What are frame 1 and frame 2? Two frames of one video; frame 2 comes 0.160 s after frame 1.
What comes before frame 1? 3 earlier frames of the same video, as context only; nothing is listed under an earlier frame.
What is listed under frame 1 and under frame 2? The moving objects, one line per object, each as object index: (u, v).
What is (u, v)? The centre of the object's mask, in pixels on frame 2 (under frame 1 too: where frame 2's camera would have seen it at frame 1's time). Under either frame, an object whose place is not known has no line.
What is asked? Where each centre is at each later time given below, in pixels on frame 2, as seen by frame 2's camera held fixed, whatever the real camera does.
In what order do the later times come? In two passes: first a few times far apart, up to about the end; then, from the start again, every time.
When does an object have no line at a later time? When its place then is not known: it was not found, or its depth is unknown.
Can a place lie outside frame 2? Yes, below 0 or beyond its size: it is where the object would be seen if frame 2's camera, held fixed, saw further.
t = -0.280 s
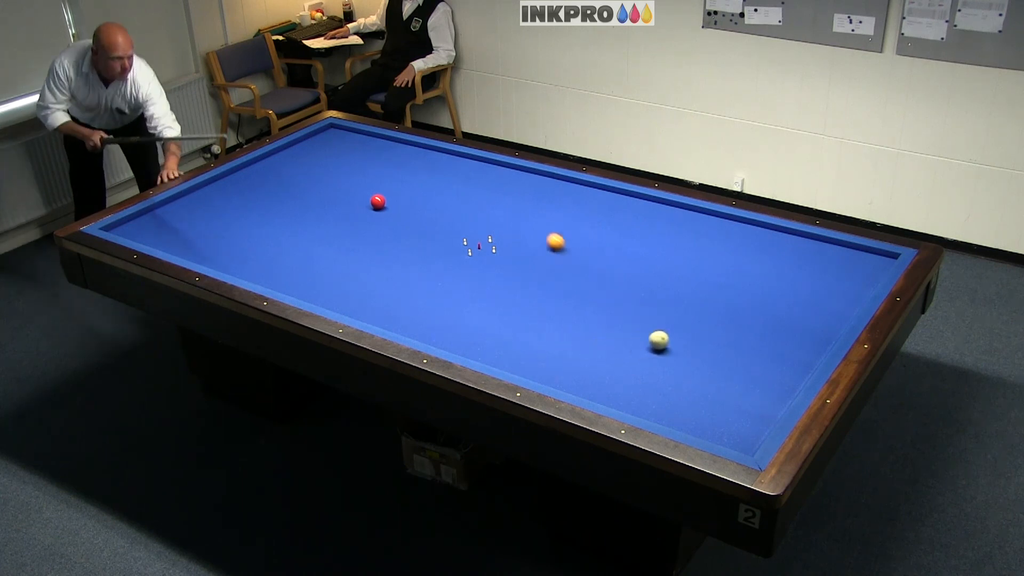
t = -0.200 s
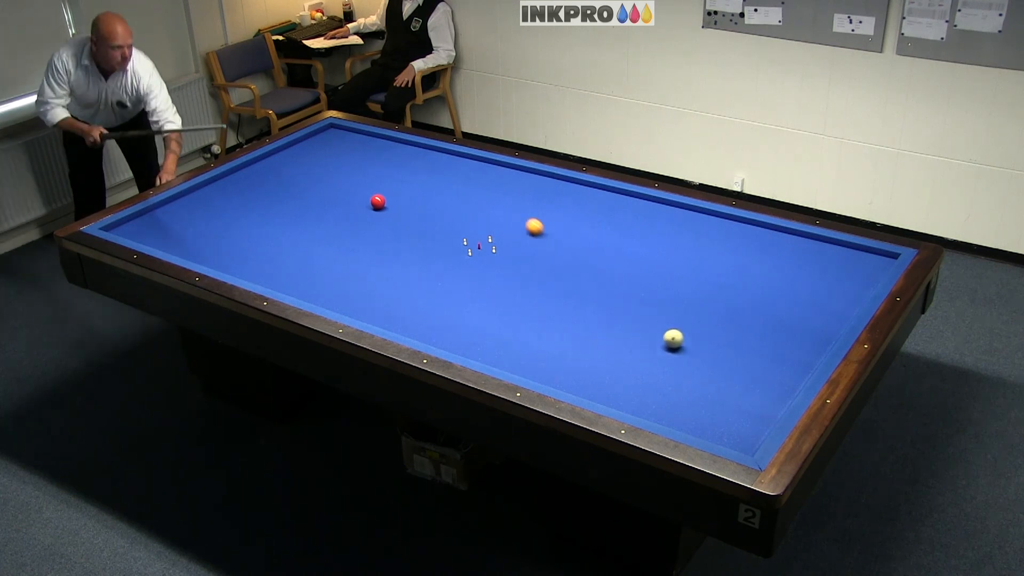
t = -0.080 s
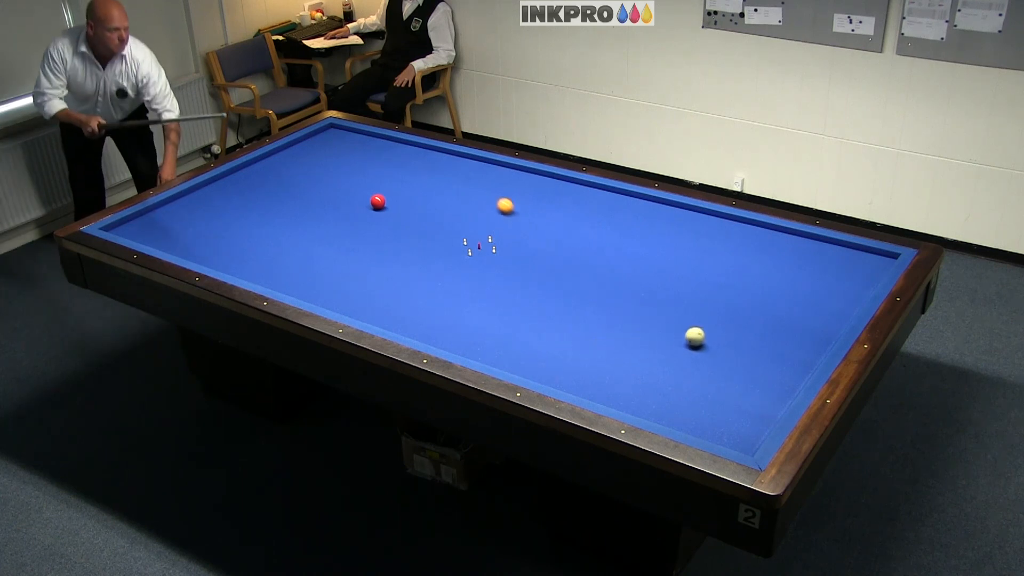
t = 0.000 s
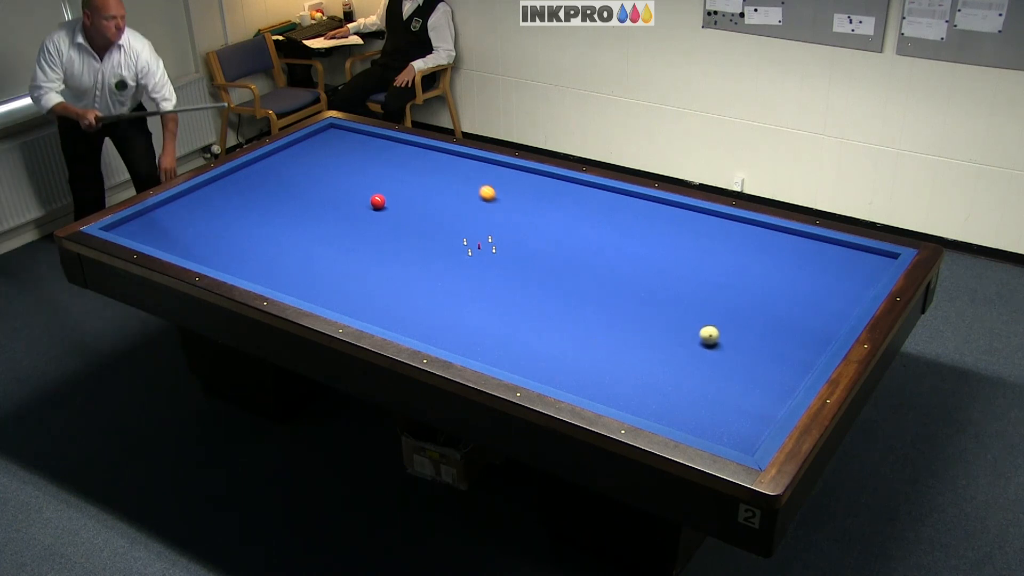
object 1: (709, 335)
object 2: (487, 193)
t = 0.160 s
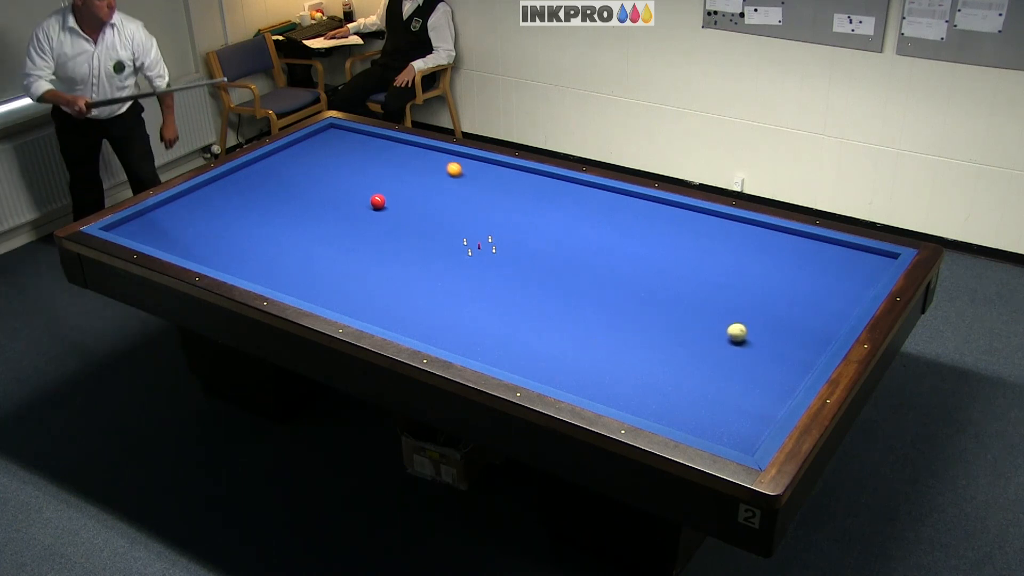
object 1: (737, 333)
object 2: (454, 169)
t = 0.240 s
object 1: (750, 331)
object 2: (439, 159)
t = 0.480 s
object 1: (791, 327)
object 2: (375, 144)
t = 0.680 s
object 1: (823, 324)
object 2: (316, 139)
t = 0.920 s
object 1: (839, 314)
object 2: (315, 155)
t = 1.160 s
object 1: (831, 299)
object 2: (321, 175)
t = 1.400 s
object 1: (824, 286)
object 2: (328, 196)
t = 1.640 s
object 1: (818, 273)
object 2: (335, 219)
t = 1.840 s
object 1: (813, 262)
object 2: (341, 239)
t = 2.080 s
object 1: (807, 251)
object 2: (350, 265)
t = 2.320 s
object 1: (802, 241)
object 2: (358, 294)
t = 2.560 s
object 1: (793, 235)
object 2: (377, 319)
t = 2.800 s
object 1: (779, 236)
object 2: (427, 322)
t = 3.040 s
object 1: (765, 238)
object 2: (477, 323)
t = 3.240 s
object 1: (755, 239)
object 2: (518, 324)
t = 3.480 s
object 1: (742, 240)
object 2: (567, 326)
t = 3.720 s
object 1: (730, 241)
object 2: (616, 327)
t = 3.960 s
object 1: (719, 242)
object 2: (664, 328)
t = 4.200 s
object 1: (708, 243)
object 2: (711, 329)
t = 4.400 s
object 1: (700, 244)
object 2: (750, 330)
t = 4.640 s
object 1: (691, 245)
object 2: (796, 331)
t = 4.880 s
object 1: (682, 245)
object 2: (834, 331)
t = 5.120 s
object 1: (674, 246)
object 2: (820, 315)
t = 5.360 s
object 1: (666, 247)
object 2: (807, 301)
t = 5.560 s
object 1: (660, 247)
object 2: (797, 290)
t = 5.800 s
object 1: (654, 248)
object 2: (786, 277)
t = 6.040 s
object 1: (648, 248)
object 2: (776, 266)
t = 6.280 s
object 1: (643, 248)
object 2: (766, 255)
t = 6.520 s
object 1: (638, 248)
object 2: (757, 245)
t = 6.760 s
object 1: (634, 249)
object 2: (748, 236)
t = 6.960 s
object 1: (632, 249)
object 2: (742, 228)
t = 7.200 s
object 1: (629, 249)
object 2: (734, 220)
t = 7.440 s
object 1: (627, 249)
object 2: (722, 220)
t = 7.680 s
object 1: (626, 249)
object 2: (710, 220)
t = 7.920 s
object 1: (626, 249)
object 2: (699, 221)
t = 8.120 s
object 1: (626, 249)
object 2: (690, 221)
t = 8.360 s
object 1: (626, 249)
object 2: (680, 222)
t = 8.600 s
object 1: (626, 249)
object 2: (671, 222)
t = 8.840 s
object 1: (626, 249)
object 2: (662, 222)
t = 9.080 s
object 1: (626, 249)
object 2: (654, 222)
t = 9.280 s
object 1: (626, 249)
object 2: (648, 222)
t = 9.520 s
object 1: (626, 249)
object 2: (641, 223)
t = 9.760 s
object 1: (626, 249)
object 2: (635, 223)
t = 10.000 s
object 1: (626, 249)
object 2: (630, 223)
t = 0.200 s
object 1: (744, 332)
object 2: (446, 164)
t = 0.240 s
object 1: (750, 331)
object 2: (439, 159)
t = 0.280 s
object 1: (757, 331)
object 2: (432, 153)
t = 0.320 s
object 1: (764, 330)
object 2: (424, 148)
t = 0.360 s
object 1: (771, 329)
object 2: (414, 146)
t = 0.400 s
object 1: (777, 329)
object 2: (400, 145)
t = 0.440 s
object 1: (784, 328)
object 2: (387, 145)
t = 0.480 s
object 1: (791, 327)
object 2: (375, 144)
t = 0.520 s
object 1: (797, 327)
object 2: (363, 143)
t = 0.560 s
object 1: (803, 326)
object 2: (351, 142)
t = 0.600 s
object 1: (810, 325)
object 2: (339, 141)
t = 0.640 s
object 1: (817, 325)
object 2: (328, 140)
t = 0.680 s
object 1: (823, 324)
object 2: (316, 139)
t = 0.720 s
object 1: (829, 323)
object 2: (305, 138)
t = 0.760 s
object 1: (835, 323)
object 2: (307, 141)
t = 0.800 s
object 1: (841, 321)
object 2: (310, 145)
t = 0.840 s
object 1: (841, 319)
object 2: (312, 148)
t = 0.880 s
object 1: (840, 317)
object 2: (314, 152)
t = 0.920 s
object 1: (839, 314)
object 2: (315, 155)
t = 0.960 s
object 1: (837, 312)
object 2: (316, 158)
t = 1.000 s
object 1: (836, 309)
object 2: (317, 162)
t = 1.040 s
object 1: (835, 307)
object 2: (318, 165)
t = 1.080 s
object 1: (834, 304)
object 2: (319, 168)
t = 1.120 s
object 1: (832, 302)
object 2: (320, 171)
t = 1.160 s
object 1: (831, 299)
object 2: (321, 175)
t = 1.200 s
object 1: (830, 297)
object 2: (322, 178)
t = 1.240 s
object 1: (829, 295)
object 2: (323, 182)
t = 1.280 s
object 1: (828, 292)
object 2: (325, 185)
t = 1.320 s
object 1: (827, 290)
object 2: (326, 189)
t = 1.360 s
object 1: (825, 288)
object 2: (327, 192)
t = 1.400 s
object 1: (824, 286)
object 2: (328, 196)
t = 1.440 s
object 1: (823, 283)
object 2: (329, 199)
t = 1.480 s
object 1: (822, 281)
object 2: (330, 203)
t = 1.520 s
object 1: (821, 279)
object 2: (331, 207)
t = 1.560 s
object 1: (820, 277)
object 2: (332, 211)
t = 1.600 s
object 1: (819, 275)
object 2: (333, 215)
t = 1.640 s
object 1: (818, 273)
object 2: (335, 219)
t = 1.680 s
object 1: (817, 271)
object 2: (336, 223)
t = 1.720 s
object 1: (816, 269)
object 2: (337, 227)
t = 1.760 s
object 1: (815, 267)
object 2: (338, 231)
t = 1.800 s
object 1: (814, 264)
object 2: (340, 235)
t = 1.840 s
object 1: (813, 262)
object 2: (341, 239)
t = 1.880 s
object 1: (812, 261)
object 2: (342, 243)
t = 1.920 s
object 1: (811, 259)
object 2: (344, 248)
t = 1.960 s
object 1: (810, 257)
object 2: (345, 252)
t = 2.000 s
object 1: (809, 255)
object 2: (347, 256)
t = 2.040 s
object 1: (808, 253)
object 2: (348, 261)
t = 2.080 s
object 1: (807, 251)
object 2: (350, 265)
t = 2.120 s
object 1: (806, 249)
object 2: (351, 270)
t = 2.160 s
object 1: (805, 248)
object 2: (352, 275)
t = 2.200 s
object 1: (804, 246)
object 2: (354, 279)
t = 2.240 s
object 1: (803, 244)
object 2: (355, 284)
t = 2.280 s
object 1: (802, 242)
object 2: (357, 289)
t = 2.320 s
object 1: (802, 241)
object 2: (358, 294)
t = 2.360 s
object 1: (801, 239)
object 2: (360, 299)
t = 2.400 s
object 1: (800, 237)
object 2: (362, 304)
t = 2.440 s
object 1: (799, 236)
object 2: (363, 310)
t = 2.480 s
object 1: (798, 235)
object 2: (365, 314)
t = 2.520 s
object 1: (795, 235)
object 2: (368, 317)
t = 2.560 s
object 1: (793, 235)
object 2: (377, 319)
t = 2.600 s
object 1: (791, 235)
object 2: (385, 320)
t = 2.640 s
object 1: (788, 236)
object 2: (394, 320)
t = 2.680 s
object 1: (786, 236)
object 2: (402, 320)
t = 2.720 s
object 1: (784, 236)
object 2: (410, 321)
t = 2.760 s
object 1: (781, 236)
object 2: (418, 321)
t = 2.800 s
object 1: (779, 236)
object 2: (427, 322)
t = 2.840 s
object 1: (777, 237)
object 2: (435, 322)
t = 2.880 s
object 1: (774, 237)
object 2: (444, 322)
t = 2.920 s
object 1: (772, 237)
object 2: (452, 322)
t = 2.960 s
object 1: (770, 237)
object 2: (460, 322)
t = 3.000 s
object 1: (768, 238)
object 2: (469, 323)
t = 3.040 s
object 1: (765, 238)
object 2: (477, 323)
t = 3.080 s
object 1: (763, 238)
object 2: (485, 323)
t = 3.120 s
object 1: (761, 238)
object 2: (494, 323)
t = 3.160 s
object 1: (759, 239)
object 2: (502, 323)
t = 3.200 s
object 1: (757, 239)
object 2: (510, 324)
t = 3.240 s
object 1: (755, 239)
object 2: (518, 324)
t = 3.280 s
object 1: (752, 239)
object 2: (527, 324)
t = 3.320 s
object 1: (750, 239)
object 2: (535, 325)
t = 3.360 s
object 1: (748, 240)
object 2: (543, 325)
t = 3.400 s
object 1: (746, 240)
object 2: (551, 325)
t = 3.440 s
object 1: (744, 240)
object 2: (559, 325)
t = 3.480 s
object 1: (742, 240)
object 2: (567, 326)
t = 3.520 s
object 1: (740, 240)
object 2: (576, 326)
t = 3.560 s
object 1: (738, 241)
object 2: (584, 326)
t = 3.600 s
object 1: (736, 241)
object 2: (592, 326)
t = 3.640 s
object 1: (734, 241)
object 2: (600, 327)
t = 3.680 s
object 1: (732, 241)
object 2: (608, 327)
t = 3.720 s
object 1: (730, 241)
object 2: (616, 327)
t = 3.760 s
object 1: (729, 241)
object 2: (624, 327)
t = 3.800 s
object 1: (727, 241)
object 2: (632, 328)
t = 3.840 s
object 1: (725, 242)
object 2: (640, 328)
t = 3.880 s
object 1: (723, 242)
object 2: (648, 328)
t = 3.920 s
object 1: (721, 242)
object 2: (656, 328)
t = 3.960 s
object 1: (719, 242)
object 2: (664, 328)
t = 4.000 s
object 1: (717, 242)
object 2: (672, 328)
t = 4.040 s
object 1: (716, 242)
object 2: (680, 329)
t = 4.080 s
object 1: (714, 243)
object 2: (688, 329)
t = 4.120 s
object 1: (712, 243)
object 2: (695, 329)
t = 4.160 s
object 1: (710, 243)
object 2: (703, 329)
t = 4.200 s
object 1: (708, 243)
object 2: (711, 329)
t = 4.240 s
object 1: (707, 243)
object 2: (719, 330)
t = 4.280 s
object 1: (705, 243)
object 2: (727, 330)
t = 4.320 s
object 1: (703, 244)
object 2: (734, 330)
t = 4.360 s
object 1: (702, 244)
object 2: (742, 330)
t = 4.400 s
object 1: (700, 244)
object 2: (750, 330)
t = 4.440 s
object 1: (698, 244)
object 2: (757, 331)
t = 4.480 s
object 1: (697, 244)
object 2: (765, 331)
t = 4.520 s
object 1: (695, 244)
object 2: (773, 331)
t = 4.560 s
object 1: (694, 244)
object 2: (780, 331)
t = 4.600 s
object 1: (692, 245)
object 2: (788, 332)
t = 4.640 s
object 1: (691, 245)
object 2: (796, 331)
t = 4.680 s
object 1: (689, 245)
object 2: (803, 332)
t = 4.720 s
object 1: (688, 245)
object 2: (811, 332)
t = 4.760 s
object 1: (686, 245)
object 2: (818, 332)
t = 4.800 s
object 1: (685, 245)
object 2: (825, 333)
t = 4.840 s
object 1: (683, 245)
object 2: (832, 332)
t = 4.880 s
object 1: (682, 245)
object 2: (834, 331)
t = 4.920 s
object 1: (680, 246)
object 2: (831, 328)
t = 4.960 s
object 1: (679, 246)
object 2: (829, 325)
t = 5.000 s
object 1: (678, 246)
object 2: (827, 323)
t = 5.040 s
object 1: (676, 246)
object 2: (824, 320)
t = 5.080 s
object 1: (675, 246)
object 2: (822, 318)
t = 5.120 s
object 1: (674, 246)
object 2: (820, 315)
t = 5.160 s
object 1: (672, 246)
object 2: (818, 313)
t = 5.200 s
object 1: (671, 246)
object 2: (816, 310)
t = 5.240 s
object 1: (670, 246)
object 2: (813, 308)
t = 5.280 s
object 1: (668, 246)
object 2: (811, 306)
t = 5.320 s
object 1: (667, 246)
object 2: (809, 303)
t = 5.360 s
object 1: (666, 247)
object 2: (807, 301)
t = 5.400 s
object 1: (665, 247)
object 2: (805, 299)
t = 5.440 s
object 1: (663, 247)
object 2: (803, 296)
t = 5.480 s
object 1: (662, 247)
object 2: (801, 294)
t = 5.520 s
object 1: (661, 247)
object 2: (799, 292)
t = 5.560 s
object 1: (660, 247)
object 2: (797, 290)
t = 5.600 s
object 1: (659, 247)
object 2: (795, 288)
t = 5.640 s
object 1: (658, 247)
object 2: (793, 286)
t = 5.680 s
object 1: (657, 247)
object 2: (792, 283)
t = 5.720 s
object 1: (656, 247)
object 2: (790, 281)
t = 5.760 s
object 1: (655, 247)
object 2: (788, 279)
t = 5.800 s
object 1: (654, 248)
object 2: (786, 277)
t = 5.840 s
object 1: (652, 248)
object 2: (784, 275)
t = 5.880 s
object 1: (652, 248)
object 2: (783, 273)
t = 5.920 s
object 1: (650, 248)
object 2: (781, 271)
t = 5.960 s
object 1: (649, 248)
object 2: (779, 269)
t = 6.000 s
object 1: (649, 248)
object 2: (777, 267)
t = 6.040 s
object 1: (648, 248)
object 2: (776, 266)
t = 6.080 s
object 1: (647, 248)
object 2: (774, 264)
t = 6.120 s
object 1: (646, 248)
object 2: (772, 262)
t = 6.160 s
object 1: (645, 248)
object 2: (771, 260)
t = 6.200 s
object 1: (644, 248)
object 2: (769, 258)
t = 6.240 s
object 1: (643, 248)
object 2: (767, 257)
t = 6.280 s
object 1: (643, 248)
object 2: (766, 255)
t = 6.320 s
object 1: (642, 248)
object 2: (764, 253)
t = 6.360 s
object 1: (641, 248)
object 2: (763, 251)
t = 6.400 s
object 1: (640, 248)
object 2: (761, 250)
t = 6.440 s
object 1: (639, 248)
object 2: (760, 248)
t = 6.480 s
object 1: (639, 248)
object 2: (758, 247)
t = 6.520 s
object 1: (638, 248)
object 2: (757, 245)
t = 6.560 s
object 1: (637, 249)
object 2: (755, 243)
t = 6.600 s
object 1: (637, 249)
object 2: (754, 242)
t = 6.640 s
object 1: (636, 249)
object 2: (752, 240)
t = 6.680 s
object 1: (635, 249)
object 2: (751, 239)
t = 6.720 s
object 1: (635, 249)
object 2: (750, 237)
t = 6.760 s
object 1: (634, 249)
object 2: (748, 236)
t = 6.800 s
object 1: (634, 249)
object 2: (747, 234)
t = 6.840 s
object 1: (633, 249)
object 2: (746, 233)
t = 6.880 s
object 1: (633, 249)
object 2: (744, 231)
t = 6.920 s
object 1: (632, 249)
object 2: (743, 229)
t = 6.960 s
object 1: (632, 249)
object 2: (742, 228)
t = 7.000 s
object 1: (631, 249)
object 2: (740, 227)
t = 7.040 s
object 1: (631, 249)
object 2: (739, 225)
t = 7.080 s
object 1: (630, 249)
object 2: (738, 224)
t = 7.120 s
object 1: (630, 249)
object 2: (736, 222)
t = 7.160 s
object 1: (629, 249)
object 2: (735, 221)
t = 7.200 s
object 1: (629, 249)
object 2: (734, 220)
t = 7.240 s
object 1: (629, 249)
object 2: (732, 219)
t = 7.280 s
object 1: (628, 249)
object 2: (730, 220)
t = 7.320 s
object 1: (628, 249)
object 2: (728, 220)
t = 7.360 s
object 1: (628, 249)
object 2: (726, 220)
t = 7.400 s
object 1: (627, 249)
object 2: (724, 220)
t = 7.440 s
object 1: (627, 249)
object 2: (722, 220)
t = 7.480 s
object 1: (627, 249)
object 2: (720, 220)
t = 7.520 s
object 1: (627, 249)
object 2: (718, 220)
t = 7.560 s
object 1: (627, 249)
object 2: (716, 220)
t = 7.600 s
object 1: (627, 249)
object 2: (714, 220)
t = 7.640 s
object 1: (626, 249)
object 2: (712, 220)
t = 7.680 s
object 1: (626, 249)
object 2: (710, 220)
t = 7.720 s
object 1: (626, 249)
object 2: (708, 220)
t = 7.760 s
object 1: (626, 249)
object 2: (706, 221)
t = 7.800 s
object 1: (626, 249)
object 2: (704, 221)
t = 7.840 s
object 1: (626, 249)
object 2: (702, 221)
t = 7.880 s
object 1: (626, 249)
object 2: (701, 221)
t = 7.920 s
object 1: (626, 249)
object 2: (699, 221)
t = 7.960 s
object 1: (626, 249)
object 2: (697, 221)
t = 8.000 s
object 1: (626, 249)
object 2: (695, 221)
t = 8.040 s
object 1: (626, 249)
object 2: (693, 221)
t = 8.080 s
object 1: (626, 249)
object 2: (692, 221)
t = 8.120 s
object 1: (626, 249)
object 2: (690, 221)
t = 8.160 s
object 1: (626, 249)
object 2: (688, 221)
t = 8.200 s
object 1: (626, 249)
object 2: (686, 221)
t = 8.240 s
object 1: (626, 249)
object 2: (685, 221)
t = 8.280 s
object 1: (626, 249)
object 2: (683, 221)
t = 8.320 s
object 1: (626, 249)
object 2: (682, 221)
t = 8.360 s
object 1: (626, 249)
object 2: (680, 222)
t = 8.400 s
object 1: (626, 249)
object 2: (678, 222)
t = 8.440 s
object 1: (626, 249)
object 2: (677, 222)
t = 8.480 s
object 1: (626, 249)
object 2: (675, 222)
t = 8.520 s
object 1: (626, 249)
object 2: (674, 222)
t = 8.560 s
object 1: (626, 249)
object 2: (672, 222)
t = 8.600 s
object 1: (626, 249)
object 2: (671, 222)
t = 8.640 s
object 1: (626, 249)
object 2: (669, 222)
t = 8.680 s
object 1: (626, 249)
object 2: (668, 222)
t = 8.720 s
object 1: (626, 249)
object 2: (666, 222)
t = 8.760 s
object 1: (626, 249)
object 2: (665, 222)
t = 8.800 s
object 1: (626, 249)
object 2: (663, 222)
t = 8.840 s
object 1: (626, 249)
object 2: (662, 222)
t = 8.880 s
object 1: (626, 249)
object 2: (661, 222)
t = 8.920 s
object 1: (626, 249)
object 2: (660, 222)
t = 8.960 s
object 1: (626, 249)
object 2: (658, 222)
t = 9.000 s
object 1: (626, 249)
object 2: (657, 222)
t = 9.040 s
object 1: (626, 249)
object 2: (656, 222)
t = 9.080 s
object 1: (626, 249)
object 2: (654, 222)
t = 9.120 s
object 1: (626, 249)
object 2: (653, 222)
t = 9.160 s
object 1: (626, 249)
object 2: (652, 222)
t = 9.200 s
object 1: (626, 249)
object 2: (651, 222)
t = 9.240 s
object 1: (626, 249)
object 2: (649, 222)
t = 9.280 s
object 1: (626, 249)
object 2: (648, 222)
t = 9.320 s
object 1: (626, 249)
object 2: (647, 223)
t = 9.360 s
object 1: (626, 249)
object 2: (646, 223)
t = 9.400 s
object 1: (626, 249)
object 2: (645, 223)
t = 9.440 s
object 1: (626, 249)
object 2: (644, 223)
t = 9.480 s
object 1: (626, 249)
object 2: (643, 223)
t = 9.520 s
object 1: (626, 249)
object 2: (641, 223)
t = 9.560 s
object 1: (626, 249)
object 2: (640, 223)
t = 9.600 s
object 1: (626, 249)
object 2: (639, 223)
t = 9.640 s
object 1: (626, 249)
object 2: (638, 223)
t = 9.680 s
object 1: (626, 249)
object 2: (637, 223)
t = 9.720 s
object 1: (626, 249)
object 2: (636, 223)
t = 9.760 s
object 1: (626, 249)
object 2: (635, 223)
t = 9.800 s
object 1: (626, 249)
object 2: (635, 223)
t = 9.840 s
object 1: (626, 249)
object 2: (634, 223)
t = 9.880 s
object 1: (626, 249)
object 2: (633, 223)
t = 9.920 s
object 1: (626, 249)
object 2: (632, 223)
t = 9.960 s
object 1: (626, 249)
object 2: (631, 223)
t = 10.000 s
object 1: (626, 249)
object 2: (630, 223)
